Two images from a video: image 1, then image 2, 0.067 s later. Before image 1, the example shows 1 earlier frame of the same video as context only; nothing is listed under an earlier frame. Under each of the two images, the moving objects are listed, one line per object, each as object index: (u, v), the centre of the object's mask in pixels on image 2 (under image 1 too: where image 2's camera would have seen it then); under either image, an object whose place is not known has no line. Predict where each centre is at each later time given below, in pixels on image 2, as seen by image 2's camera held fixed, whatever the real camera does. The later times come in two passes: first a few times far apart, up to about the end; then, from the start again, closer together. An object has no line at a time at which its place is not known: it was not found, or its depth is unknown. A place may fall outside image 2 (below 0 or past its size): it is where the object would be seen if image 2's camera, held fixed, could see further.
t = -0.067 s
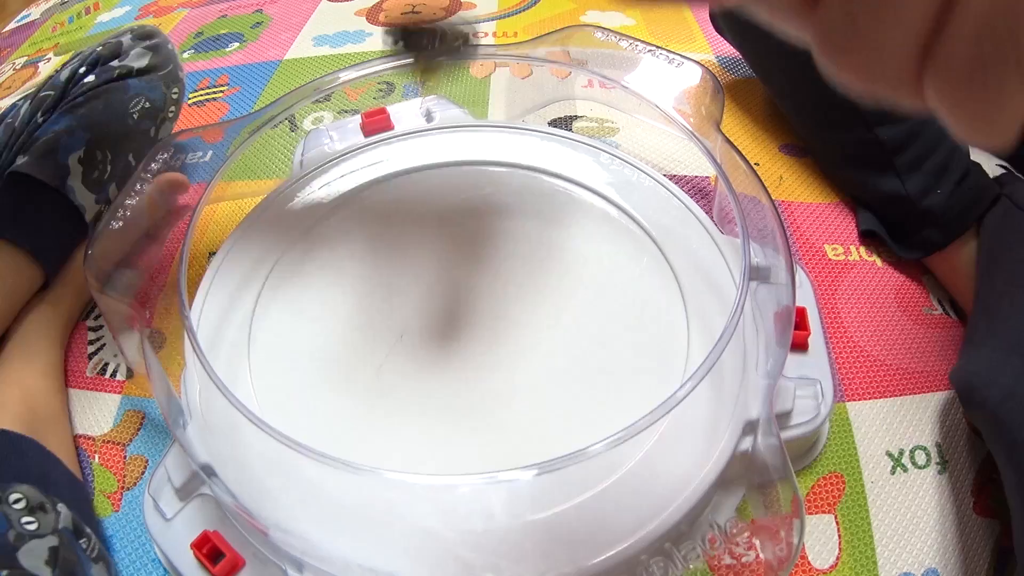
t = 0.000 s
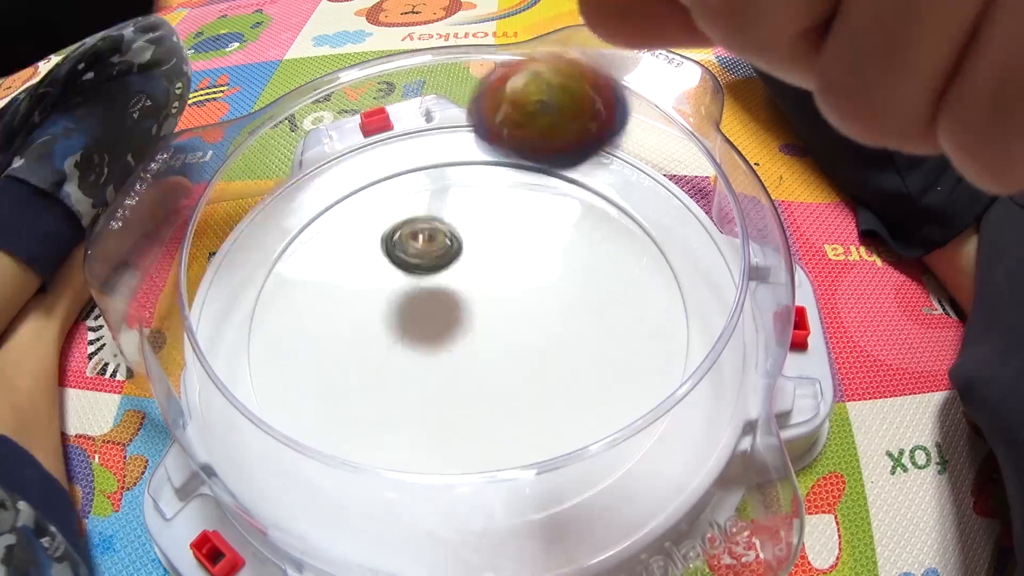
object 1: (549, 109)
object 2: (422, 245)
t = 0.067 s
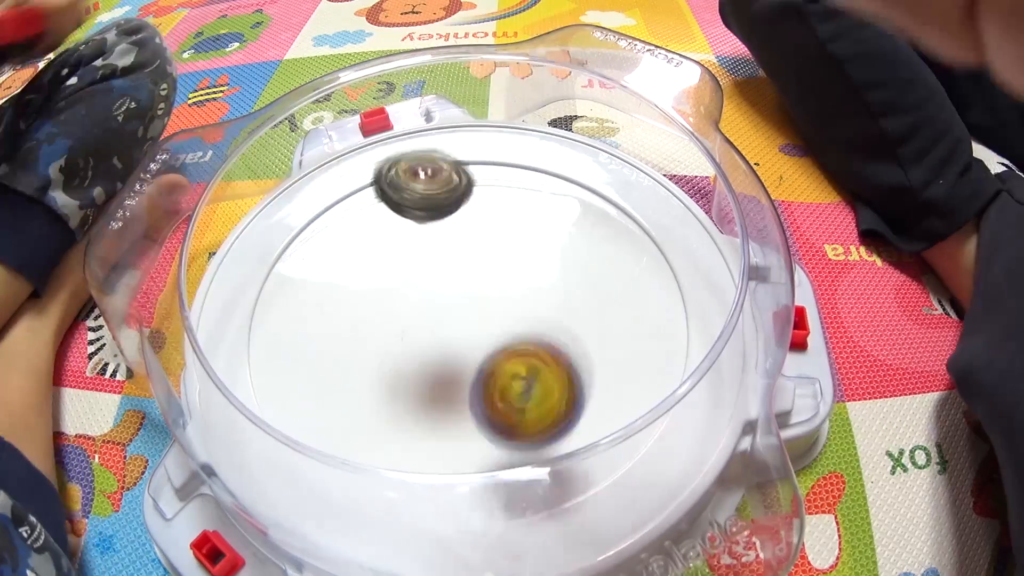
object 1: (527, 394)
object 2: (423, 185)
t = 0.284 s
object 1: (416, 366)
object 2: (530, 329)
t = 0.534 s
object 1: (364, 283)
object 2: (603, 324)
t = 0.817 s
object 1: (442, 300)
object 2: (520, 218)
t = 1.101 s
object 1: (464, 364)
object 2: (390, 233)
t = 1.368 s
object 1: (558, 377)
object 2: (355, 283)
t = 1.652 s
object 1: (598, 272)
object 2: (403, 327)
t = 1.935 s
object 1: (350, 266)
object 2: (470, 302)
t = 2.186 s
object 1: (322, 420)
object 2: (490, 274)
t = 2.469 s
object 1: (593, 366)
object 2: (485, 280)
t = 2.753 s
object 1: (462, 172)
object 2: (487, 302)
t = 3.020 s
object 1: (263, 288)
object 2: (491, 320)
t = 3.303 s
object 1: (509, 458)
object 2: (487, 334)
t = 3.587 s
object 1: (631, 229)
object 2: (471, 337)
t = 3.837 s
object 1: (434, 171)
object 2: (451, 331)
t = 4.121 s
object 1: (335, 361)
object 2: (431, 318)
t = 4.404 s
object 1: (594, 381)
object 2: (427, 307)
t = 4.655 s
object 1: (551, 218)
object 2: (436, 295)
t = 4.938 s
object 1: (335, 279)
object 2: (453, 287)
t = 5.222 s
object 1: (454, 430)
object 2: (471, 286)
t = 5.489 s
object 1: (590, 265)
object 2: (486, 293)
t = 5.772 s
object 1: (399, 198)
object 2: (493, 306)
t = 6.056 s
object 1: (337, 379)
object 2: (490, 321)
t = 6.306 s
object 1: (576, 382)
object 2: (478, 329)
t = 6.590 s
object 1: (554, 213)
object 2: (459, 331)
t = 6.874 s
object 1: (360, 267)
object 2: (444, 323)
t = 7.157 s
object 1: (447, 411)
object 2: (439, 311)
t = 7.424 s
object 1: (573, 292)
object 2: (443, 298)
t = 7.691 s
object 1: (435, 219)
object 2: (451, 296)
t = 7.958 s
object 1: (368, 316)
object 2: (467, 298)
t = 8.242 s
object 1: (423, 495)
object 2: (561, 202)
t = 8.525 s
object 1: (482, 390)
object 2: (538, 202)
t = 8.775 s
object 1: (417, 283)
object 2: (516, 265)
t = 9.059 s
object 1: (395, 215)
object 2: (495, 322)
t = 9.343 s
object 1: (451, 260)
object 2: (461, 359)
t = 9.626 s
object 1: (556, 297)
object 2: (431, 354)
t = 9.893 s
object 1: (555, 300)
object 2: (418, 322)
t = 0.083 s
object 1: (523, 430)
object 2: (425, 177)
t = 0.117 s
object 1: (507, 407)
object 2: (432, 175)
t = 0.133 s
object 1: (502, 388)
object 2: (436, 181)
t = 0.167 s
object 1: (484, 367)
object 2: (448, 209)
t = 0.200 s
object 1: (472, 353)
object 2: (461, 259)
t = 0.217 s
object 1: (460, 373)
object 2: (474, 273)
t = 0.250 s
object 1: (436, 391)
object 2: (504, 294)
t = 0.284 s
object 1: (416, 366)
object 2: (530, 329)
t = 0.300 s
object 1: (402, 359)
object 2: (544, 350)
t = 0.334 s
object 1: (386, 348)
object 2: (563, 390)
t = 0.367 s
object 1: (375, 347)
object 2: (576, 367)
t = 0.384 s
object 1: (368, 335)
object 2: (581, 360)
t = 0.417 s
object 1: (363, 318)
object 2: (590, 356)
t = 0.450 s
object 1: (361, 310)
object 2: (597, 359)
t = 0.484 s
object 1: (357, 299)
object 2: (601, 342)
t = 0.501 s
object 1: (358, 295)
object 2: (602, 338)
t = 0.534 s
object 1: (364, 283)
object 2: (603, 324)
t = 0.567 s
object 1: (367, 278)
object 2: (599, 309)
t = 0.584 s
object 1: (369, 278)
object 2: (596, 300)
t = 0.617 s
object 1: (378, 273)
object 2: (589, 285)
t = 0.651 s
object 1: (388, 272)
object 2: (580, 272)
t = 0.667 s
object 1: (392, 274)
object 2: (575, 265)
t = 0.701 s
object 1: (401, 273)
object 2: (565, 253)
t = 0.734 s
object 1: (415, 279)
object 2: (554, 242)
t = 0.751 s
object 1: (421, 279)
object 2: (548, 236)
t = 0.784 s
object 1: (431, 289)
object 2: (534, 226)
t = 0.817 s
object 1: (442, 300)
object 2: (520, 218)
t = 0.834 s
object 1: (448, 303)
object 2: (513, 214)
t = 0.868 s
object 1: (459, 313)
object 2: (497, 209)
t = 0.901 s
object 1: (464, 323)
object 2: (481, 204)
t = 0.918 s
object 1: (464, 329)
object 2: (472, 203)
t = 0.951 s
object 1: (465, 337)
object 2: (455, 201)
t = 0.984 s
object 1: (466, 345)
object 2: (438, 202)
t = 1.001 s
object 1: (467, 349)
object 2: (429, 205)
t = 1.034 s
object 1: (466, 358)
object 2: (414, 212)
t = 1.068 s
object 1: (463, 363)
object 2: (400, 221)
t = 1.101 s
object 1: (464, 364)
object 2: (390, 233)
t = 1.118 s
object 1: (465, 364)
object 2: (386, 240)
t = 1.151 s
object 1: (467, 361)
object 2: (379, 254)
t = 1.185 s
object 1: (468, 358)
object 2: (377, 269)
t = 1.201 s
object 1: (468, 356)
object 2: (378, 276)
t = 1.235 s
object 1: (467, 352)
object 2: (382, 291)
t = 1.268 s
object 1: (464, 346)
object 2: (389, 303)
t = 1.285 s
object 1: (478, 354)
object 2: (381, 298)
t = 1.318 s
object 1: (511, 368)
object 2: (368, 289)
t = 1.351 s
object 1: (543, 375)
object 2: (358, 284)
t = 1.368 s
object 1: (558, 377)
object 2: (355, 283)
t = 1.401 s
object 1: (586, 376)
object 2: (352, 282)
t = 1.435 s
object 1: (607, 371)
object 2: (353, 286)
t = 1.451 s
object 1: (616, 367)
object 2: (354, 289)
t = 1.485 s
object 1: (630, 356)
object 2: (359, 297)
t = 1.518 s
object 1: (636, 342)
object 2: (365, 306)
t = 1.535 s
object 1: (637, 334)
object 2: (369, 311)
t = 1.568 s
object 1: (634, 316)
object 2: (377, 317)
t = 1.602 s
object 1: (625, 297)
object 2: (388, 322)
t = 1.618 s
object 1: (617, 289)
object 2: (393, 324)
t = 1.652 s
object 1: (598, 272)
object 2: (403, 327)
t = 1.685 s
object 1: (573, 259)
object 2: (412, 328)
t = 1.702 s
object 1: (560, 254)
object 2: (416, 327)
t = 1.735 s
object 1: (530, 245)
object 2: (425, 325)
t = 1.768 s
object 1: (500, 241)
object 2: (432, 323)
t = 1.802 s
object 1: (468, 239)
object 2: (437, 321)
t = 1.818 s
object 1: (453, 240)
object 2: (440, 319)
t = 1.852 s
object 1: (422, 243)
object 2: (450, 315)
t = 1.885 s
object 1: (392, 250)
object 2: (460, 310)
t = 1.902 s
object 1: (377, 254)
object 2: (464, 307)
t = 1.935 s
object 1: (350, 266)
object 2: (470, 302)
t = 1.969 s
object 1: (325, 281)
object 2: (476, 296)
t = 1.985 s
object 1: (314, 290)
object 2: (480, 292)
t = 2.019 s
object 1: (296, 309)
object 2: (486, 286)
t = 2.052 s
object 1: (287, 331)
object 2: (489, 283)
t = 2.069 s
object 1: (284, 342)
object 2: (489, 281)
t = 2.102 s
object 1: (284, 366)
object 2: (490, 278)
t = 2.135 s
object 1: (292, 390)
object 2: (491, 276)
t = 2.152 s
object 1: (300, 401)
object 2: (491, 275)
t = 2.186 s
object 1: (322, 420)
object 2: (490, 274)
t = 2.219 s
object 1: (343, 447)
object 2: (489, 273)
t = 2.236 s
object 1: (360, 454)
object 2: (489, 273)
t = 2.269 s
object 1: (398, 465)
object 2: (489, 272)
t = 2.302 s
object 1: (438, 469)
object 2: (489, 273)
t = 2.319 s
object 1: (457, 465)
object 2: (488, 273)
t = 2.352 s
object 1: (498, 456)
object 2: (487, 274)
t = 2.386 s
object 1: (533, 434)
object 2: (486, 275)
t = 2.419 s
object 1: (567, 413)
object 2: (485, 277)
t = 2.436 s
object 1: (580, 400)
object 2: (485, 278)
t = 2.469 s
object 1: (593, 366)
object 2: (485, 280)
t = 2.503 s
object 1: (597, 335)
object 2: (484, 282)
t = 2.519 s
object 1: (598, 320)
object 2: (484, 284)
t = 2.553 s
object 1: (597, 290)
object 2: (484, 286)
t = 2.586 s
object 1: (587, 260)
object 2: (484, 288)
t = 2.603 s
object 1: (578, 246)
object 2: (485, 290)
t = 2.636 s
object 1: (556, 224)
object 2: (485, 292)
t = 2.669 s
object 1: (534, 206)
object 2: (486, 295)
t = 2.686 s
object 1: (522, 197)
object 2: (486, 296)
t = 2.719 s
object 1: (495, 182)
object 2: (486, 299)
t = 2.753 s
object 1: (462, 172)
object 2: (487, 302)
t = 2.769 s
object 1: (446, 170)
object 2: (487, 303)
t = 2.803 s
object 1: (416, 170)
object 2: (488, 306)
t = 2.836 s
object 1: (385, 172)
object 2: (489, 309)
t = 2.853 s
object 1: (369, 174)
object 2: (489, 310)
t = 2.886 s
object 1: (336, 183)
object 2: (490, 312)
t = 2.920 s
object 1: (309, 201)
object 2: (490, 314)
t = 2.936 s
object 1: (301, 214)
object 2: (491, 315)
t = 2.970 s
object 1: (285, 241)
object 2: (491, 317)
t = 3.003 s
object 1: (269, 271)
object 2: (491, 319)
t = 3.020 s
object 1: (263, 288)
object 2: (491, 320)
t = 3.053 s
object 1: (260, 324)
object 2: (492, 322)
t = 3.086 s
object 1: (268, 357)
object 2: (492, 324)
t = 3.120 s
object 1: (283, 389)
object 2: (492, 326)
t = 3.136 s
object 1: (296, 404)
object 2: (491, 327)
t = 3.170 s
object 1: (328, 438)
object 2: (491, 329)
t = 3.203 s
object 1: (367, 455)
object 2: (490, 331)
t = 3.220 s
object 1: (392, 462)
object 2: (490, 331)
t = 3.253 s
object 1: (437, 477)
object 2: (489, 332)
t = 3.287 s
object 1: (491, 470)
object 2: (488, 334)
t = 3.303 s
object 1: (509, 458)
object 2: (487, 334)
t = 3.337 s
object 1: (554, 445)
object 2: (485, 335)
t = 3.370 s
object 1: (589, 412)
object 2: (484, 336)
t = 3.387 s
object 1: (603, 399)
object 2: (483, 336)
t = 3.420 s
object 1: (628, 376)
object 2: (481, 337)
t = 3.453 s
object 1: (649, 344)
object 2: (479, 337)
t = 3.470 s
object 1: (650, 326)
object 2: (478, 337)
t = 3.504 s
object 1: (653, 297)
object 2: (476, 337)
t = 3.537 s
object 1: (649, 265)
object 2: (474, 338)
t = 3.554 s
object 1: (641, 251)
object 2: (473, 337)
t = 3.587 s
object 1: (631, 229)
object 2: (471, 337)
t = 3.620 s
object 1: (610, 206)
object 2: (468, 337)
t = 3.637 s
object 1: (598, 197)
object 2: (467, 336)
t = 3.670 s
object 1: (578, 183)
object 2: (464, 336)
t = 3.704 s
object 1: (548, 171)
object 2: (462, 335)
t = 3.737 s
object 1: (521, 166)
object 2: (459, 334)
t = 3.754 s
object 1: (508, 163)
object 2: (458, 333)
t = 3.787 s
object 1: (475, 164)
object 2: (455, 332)
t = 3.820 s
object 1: (450, 169)
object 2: (452, 331)
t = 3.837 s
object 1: (434, 171)
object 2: (451, 331)
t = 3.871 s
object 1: (404, 184)
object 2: (449, 329)
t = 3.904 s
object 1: (381, 199)
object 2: (446, 328)
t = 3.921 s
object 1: (367, 208)
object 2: (445, 328)
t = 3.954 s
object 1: (346, 231)
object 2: (442, 326)
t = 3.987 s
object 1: (331, 254)
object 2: (440, 325)
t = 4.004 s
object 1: (322, 267)
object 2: (439, 324)
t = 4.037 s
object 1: (320, 297)
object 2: (437, 322)
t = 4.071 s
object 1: (318, 322)
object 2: (435, 321)
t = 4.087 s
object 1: (320, 338)
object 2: (433, 320)
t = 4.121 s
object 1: (335, 361)
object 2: (431, 318)
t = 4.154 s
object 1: (351, 387)
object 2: (429, 317)
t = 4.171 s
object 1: (365, 398)
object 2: (428, 317)
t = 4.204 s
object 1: (392, 411)
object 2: (427, 316)
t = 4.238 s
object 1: (430, 429)
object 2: (427, 315)
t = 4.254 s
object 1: (451, 429)
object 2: (427, 314)
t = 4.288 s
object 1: (483, 431)
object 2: (427, 313)
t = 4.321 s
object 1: (525, 422)
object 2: (427, 311)
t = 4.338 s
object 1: (539, 415)
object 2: (427, 310)
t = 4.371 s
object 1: (574, 404)
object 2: (427, 309)
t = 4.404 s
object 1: (594, 381)
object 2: (427, 307)
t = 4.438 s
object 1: (615, 355)
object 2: (428, 305)
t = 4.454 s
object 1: (617, 342)
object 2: (428, 305)
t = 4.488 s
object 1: (625, 316)
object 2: (429, 303)
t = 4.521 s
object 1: (617, 290)
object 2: (430, 302)
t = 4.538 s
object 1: (617, 280)
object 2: (431, 301)
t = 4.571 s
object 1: (601, 256)
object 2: (433, 299)
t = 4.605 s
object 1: (586, 237)
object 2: (434, 297)
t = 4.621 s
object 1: (573, 229)
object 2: (435, 296)
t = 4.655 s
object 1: (551, 218)
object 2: (436, 295)
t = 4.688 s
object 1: (520, 210)
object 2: (437, 294)
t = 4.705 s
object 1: (507, 209)
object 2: (439, 293)
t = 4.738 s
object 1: (476, 205)
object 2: (441, 292)
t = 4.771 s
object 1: (451, 209)
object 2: (443, 291)
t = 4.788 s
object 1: (435, 211)
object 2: (444, 290)
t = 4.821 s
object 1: (408, 223)
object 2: (446, 289)
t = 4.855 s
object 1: (380, 234)
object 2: (448, 288)
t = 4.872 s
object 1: (370, 243)
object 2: (448, 288)
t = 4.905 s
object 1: (348, 258)
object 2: (450, 287)
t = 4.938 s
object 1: (335, 279)
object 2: (453, 287)
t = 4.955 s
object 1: (327, 288)
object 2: (454, 286)
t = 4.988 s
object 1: (322, 312)
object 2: (457, 285)
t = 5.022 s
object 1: (316, 336)
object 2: (458, 285)
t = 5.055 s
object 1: (325, 359)
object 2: (460, 285)
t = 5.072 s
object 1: (327, 372)
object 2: (462, 285)
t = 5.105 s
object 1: (348, 393)
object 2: (464, 285)
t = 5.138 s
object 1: (368, 416)
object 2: (467, 285)
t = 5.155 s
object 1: (387, 421)
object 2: (468, 285)
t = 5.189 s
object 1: (417, 432)
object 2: (469, 285)
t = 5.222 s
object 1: (454, 430)
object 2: (471, 286)
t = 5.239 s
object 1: (472, 433)
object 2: (472, 286)
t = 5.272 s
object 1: (509, 420)
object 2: (475, 286)
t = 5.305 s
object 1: (544, 403)
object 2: (477, 287)
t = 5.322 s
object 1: (554, 391)
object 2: (478, 287)
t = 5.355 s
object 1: (579, 368)
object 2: (479, 288)
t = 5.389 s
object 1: (591, 345)
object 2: (481, 290)
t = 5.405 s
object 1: (595, 328)
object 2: (482, 290)
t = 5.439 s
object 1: (598, 303)
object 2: (484, 291)
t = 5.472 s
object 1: (590, 277)
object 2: (485, 292)
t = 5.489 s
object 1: (590, 265)
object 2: (486, 293)
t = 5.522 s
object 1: (574, 245)
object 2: (487, 295)
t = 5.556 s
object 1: (556, 224)
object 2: (488, 297)
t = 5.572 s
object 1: (548, 219)
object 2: (489, 297)
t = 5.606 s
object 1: (524, 204)
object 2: (490, 298)
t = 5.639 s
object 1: (503, 194)
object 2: (490, 299)
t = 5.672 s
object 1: (477, 192)
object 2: (491, 302)
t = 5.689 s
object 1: (462, 189)
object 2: (492, 302)
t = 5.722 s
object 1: (438, 191)
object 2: (493, 304)
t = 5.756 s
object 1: (410, 196)
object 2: (493, 305)
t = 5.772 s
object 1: (399, 198)
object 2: (493, 306)
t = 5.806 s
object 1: (373, 212)
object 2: (493, 309)
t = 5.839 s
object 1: (349, 226)
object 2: (494, 310)
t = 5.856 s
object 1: (343, 234)
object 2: (494, 311)
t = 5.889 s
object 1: (324, 255)
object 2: (493, 312)
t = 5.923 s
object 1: (312, 277)
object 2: (492, 315)
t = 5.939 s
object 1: (312, 292)
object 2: (492, 316)
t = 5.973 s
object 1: (308, 317)
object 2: (492, 317)
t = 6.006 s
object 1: (315, 340)
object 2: (491, 318)
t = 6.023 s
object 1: (321, 356)
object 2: (490, 319)
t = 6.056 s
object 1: (337, 379)
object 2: (490, 321)
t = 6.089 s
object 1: (364, 396)
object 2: (489, 322)
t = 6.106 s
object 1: (376, 408)
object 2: (488, 323)
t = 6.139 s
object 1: (408, 419)
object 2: (486, 324)
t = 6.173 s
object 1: (448, 424)
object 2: (485, 326)
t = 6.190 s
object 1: (463, 428)
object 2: (484, 326)
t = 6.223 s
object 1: (499, 421)
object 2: (483, 327)
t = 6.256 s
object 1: (538, 408)
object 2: (480, 328)
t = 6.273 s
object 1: (551, 405)
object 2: (479, 329)
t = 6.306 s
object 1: (576, 382)
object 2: (478, 329)
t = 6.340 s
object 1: (598, 359)
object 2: (475, 330)
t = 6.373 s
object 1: (614, 337)
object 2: (473, 331)
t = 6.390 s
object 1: (614, 325)
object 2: (472, 331)
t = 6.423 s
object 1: (618, 301)
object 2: (470, 331)
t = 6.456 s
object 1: (617, 277)
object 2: (467, 331)
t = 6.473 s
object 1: (612, 270)
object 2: (466, 331)
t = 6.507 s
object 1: (600, 248)
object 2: (465, 331)
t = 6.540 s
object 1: (585, 231)
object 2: (462, 331)
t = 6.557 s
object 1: (578, 225)
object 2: (461, 331)
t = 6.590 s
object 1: (554, 213)
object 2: (459, 331)
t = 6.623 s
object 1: (528, 204)
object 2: (458, 330)
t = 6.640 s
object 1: (519, 202)
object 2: (457, 329)
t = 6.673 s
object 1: (491, 201)
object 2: (454, 329)
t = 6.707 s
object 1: (463, 203)
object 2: (453, 328)
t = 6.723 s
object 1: (453, 203)
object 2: (452, 328)
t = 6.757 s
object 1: (428, 213)
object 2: (449, 327)
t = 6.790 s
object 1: (403, 226)
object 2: (448, 326)
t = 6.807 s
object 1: (394, 230)
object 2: (447, 325)
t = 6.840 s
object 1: (376, 248)
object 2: (445, 323)
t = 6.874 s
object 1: (360, 267)
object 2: (444, 323)
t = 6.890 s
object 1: (352, 276)
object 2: (443, 322)
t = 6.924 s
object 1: (345, 297)
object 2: (442, 320)
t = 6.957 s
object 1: (343, 320)
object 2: (440, 319)
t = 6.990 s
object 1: (347, 344)
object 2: (441, 318)
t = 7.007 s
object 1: (347, 354)
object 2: (440, 317)
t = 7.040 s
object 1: (363, 373)
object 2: (439, 315)
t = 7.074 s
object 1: (384, 390)
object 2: (439, 314)
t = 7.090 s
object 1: (391, 400)
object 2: (439, 313)
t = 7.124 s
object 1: (418, 408)
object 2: (438, 311)
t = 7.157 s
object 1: (447, 411)
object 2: (439, 311)
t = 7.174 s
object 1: (466, 414)
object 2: (439, 309)
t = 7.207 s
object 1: (493, 409)
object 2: (438, 307)
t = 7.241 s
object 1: (517, 398)
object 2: (439, 306)
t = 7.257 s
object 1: (533, 388)
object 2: (440, 305)
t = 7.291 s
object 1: (553, 372)
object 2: (440, 303)
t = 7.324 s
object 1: (567, 353)
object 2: (440, 302)
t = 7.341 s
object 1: (567, 342)
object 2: (441, 301)
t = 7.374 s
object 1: (572, 320)
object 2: (442, 299)
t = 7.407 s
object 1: (572, 300)
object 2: (442, 299)
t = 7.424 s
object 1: (573, 292)
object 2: (443, 298)
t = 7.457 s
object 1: (564, 275)
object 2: (443, 296)
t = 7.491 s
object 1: (549, 259)
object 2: (445, 296)
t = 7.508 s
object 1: (542, 249)
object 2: (446, 295)
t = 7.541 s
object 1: (524, 238)
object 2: (447, 293)
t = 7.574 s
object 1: (505, 230)
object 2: (448, 293)
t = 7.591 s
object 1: (491, 229)
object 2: (448, 293)
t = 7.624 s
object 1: (472, 223)
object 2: (447, 295)
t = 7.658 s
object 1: (453, 219)
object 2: (448, 296)
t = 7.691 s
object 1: (435, 219)
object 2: (451, 296)
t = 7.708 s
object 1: (430, 220)
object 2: (451, 296)
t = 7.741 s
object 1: (412, 224)
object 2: (454, 297)
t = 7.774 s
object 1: (396, 233)
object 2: (455, 295)
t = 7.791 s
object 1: (385, 238)
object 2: (456, 296)
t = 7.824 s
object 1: (373, 250)
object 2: (459, 296)
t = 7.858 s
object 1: (364, 265)
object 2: (460, 296)
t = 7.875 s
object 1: (366, 275)
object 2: (461, 297)
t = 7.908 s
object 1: (364, 293)
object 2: (464, 297)
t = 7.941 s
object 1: (367, 310)
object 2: (465, 298)
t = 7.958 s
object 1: (368, 316)
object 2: (467, 298)
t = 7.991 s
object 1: (379, 332)
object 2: (469, 298)
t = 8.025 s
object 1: (394, 348)
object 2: (471, 299)
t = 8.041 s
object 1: (406, 357)
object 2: (472, 299)
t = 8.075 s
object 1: (427, 367)
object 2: (474, 300)
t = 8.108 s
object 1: (440, 382)
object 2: (486, 292)
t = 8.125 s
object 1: (431, 400)
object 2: (500, 276)
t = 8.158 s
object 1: (424, 434)
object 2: (525, 249)
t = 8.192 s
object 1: (429, 449)
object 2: (544, 225)
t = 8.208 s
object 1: (420, 473)
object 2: (551, 217)
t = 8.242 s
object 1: (423, 495)
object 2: (561, 202)
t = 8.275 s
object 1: (437, 492)
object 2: (568, 194)
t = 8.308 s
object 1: (451, 475)
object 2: (569, 188)
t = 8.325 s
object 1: (452, 475)
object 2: (568, 187)
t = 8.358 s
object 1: (468, 452)
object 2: (565, 185)
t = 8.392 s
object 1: (474, 445)
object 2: (560, 186)
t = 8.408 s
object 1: (475, 444)
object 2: (557, 187)
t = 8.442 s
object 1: (482, 432)
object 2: (553, 191)
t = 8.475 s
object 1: (482, 414)
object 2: (547, 194)
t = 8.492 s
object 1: (484, 409)
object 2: (544, 198)
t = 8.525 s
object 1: (482, 390)
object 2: (538, 202)
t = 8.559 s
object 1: (473, 373)
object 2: (536, 210)
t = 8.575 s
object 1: (473, 367)
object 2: (533, 213)
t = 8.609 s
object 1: (462, 348)
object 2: (529, 222)
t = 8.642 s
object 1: (451, 334)
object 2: (526, 231)
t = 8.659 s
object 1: (449, 326)
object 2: (525, 235)
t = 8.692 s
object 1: (437, 313)
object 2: (522, 244)
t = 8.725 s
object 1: (429, 302)
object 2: (520, 252)
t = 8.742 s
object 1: (424, 293)
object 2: (518, 256)
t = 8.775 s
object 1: (417, 283)
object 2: (516, 265)
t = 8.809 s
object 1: (414, 272)
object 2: (513, 273)
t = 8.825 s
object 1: (408, 266)
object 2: (512, 276)
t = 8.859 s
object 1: (406, 257)
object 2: (509, 284)
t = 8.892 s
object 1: (404, 245)
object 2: (507, 290)
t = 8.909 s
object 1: (401, 244)
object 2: (505, 294)
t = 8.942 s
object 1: (400, 234)
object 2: (504, 301)
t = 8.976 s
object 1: (396, 225)
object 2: (502, 307)
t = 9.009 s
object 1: (395, 222)
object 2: (500, 313)
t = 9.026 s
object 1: (396, 217)
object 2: (498, 316)
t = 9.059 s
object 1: (395, 215)
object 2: (495, 322)
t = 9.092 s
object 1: (398, 214)
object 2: (491, 328)
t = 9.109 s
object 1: (395, 214)
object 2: (489, 331)
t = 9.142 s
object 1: (399, 218)
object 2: (485, 337)
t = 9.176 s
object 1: (403, 220)
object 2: (480, 341)
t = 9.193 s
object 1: (406, 227)
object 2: (478, 343)
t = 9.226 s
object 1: (413, 231)
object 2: (474, 347)
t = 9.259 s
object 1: (420, 239)
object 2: (470, 351)
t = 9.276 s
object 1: (429, 242)
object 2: (468, 352)
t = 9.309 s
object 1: (437, 250)
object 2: (465, 355)
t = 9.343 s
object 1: (451, 260)
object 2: (461, 359)
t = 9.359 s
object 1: (456, 261)
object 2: (460, 360)
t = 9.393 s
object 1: (471, 270)
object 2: (456, 362)
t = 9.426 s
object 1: (487, 273)
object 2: (451, 363)
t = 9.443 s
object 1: (492, 278)
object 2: (449, 363)
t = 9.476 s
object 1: (506, 280)
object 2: (445, 363)
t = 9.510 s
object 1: (515, 285)
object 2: (442, 362)
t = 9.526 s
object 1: (525, 287)
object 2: (440, 362)
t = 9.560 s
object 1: (532, 291)
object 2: (436, 360)
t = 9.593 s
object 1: (544, 297)
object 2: (433, 358)
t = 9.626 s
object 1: (556, 297)
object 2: (431, 354)
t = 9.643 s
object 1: (559, 301)
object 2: (430, 353)
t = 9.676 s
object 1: (568, 299)
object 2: (428, 348)
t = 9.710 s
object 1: (570, 300)
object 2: (426, 344)
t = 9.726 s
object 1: (576, 298)
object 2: (424, 342)
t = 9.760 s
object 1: (575, 298)
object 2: (423, 339)
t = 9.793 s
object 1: (576, 299)
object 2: (421, 335)
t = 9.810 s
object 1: (570, 298)
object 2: (420, 333)
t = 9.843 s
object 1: (568, 298)
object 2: (419, 328)
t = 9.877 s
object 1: (558, 298)
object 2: (417, 324)
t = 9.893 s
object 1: (555, 300)
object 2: (418, 322)
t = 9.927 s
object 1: (540, 302)
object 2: (417, 317)
